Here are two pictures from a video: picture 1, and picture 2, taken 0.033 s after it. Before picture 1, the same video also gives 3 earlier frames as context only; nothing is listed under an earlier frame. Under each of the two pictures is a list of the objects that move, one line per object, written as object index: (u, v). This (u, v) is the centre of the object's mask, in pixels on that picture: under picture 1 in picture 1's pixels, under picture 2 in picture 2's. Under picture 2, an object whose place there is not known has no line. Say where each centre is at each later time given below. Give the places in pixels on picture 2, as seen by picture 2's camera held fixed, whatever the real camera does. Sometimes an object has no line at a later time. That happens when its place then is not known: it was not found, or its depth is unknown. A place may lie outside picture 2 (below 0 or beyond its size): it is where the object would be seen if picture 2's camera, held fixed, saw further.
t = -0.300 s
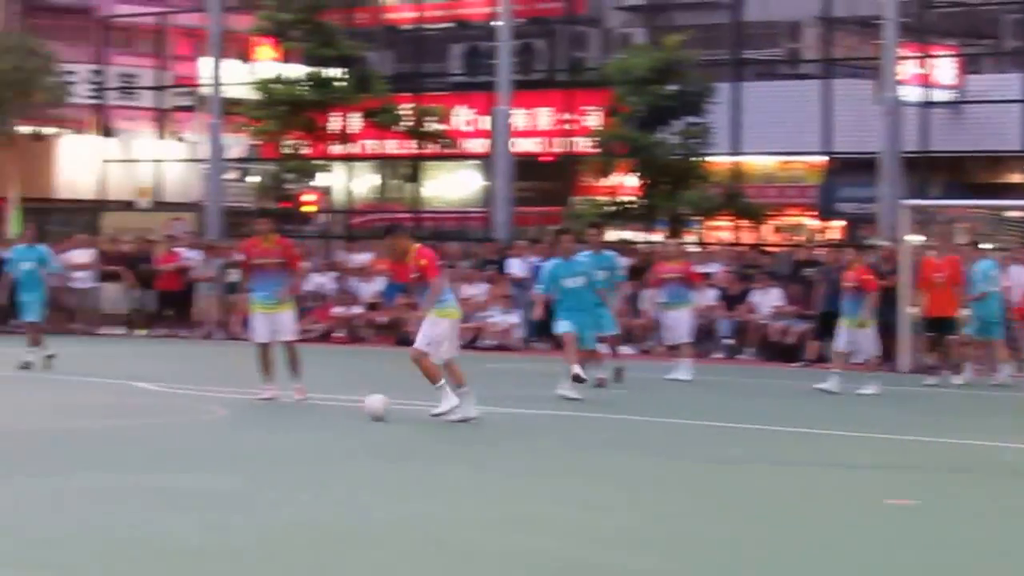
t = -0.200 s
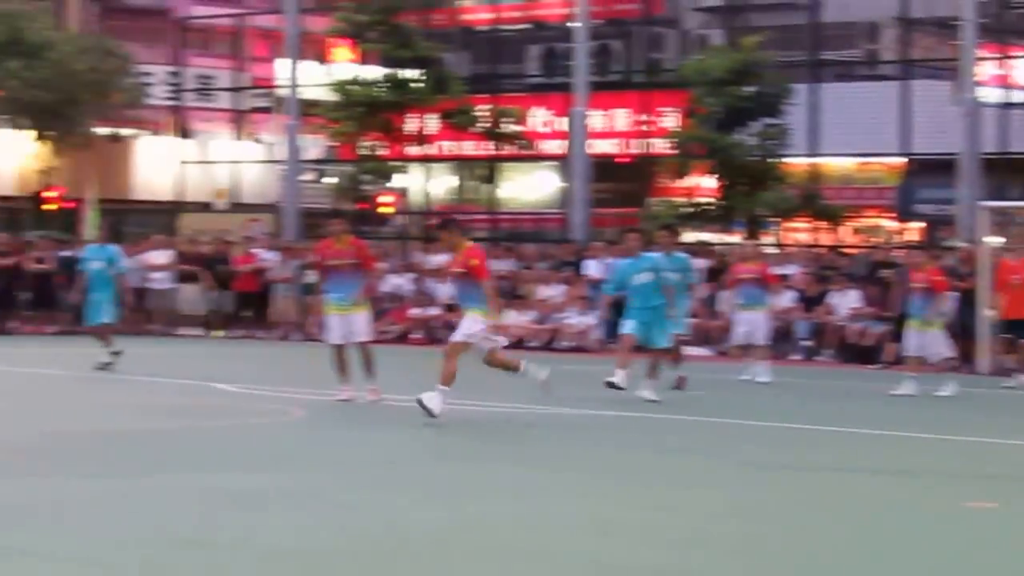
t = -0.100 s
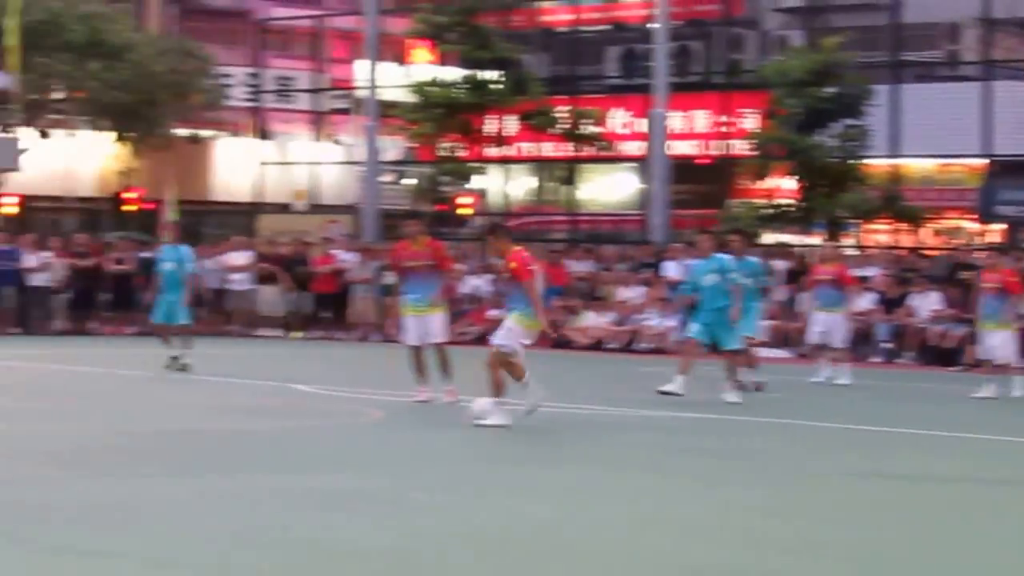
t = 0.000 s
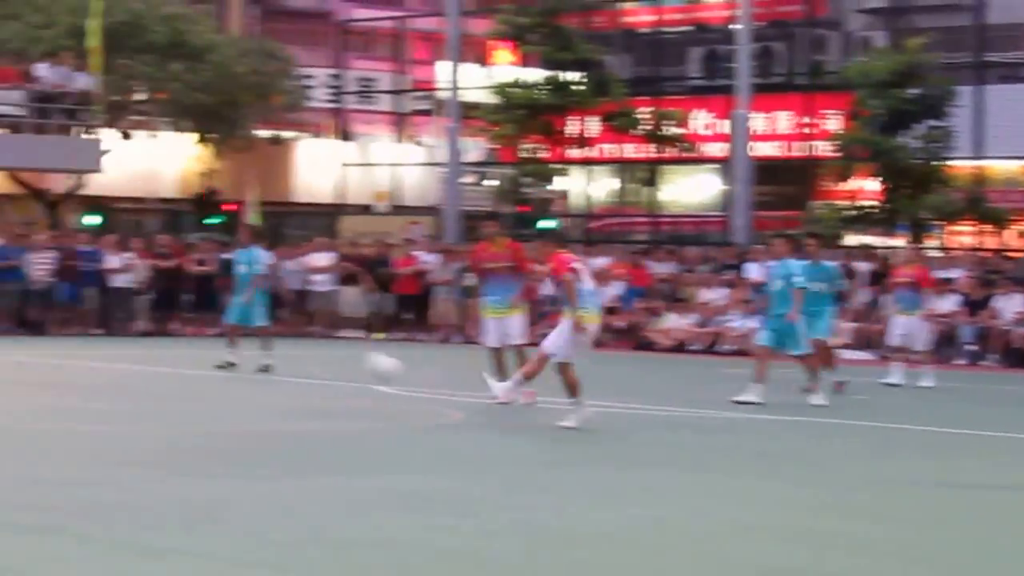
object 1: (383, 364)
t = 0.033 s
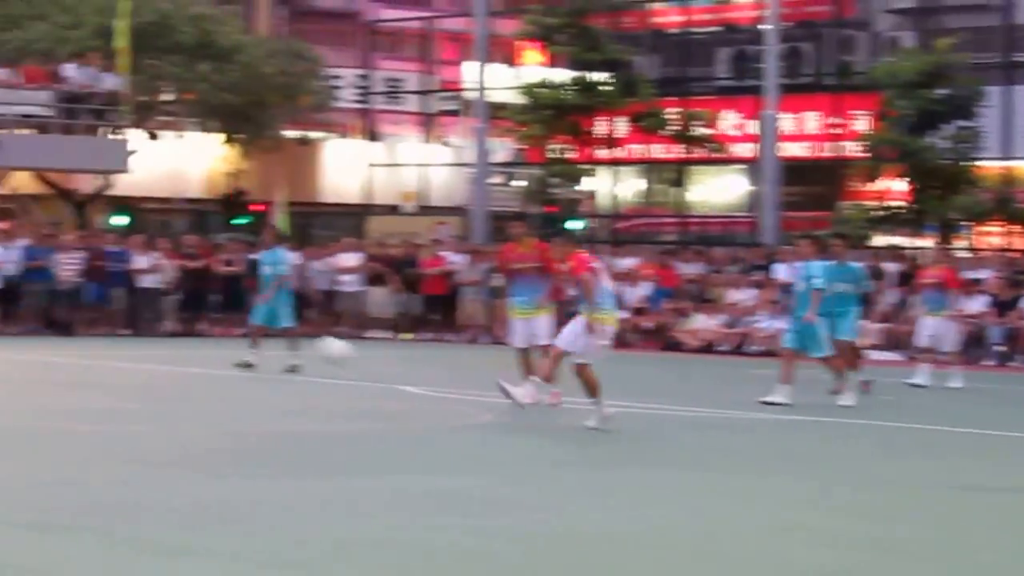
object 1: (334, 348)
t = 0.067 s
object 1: (258, 333)
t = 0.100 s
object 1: (181, 321)
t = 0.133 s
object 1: (103, 307)
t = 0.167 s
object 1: (23, 295)
